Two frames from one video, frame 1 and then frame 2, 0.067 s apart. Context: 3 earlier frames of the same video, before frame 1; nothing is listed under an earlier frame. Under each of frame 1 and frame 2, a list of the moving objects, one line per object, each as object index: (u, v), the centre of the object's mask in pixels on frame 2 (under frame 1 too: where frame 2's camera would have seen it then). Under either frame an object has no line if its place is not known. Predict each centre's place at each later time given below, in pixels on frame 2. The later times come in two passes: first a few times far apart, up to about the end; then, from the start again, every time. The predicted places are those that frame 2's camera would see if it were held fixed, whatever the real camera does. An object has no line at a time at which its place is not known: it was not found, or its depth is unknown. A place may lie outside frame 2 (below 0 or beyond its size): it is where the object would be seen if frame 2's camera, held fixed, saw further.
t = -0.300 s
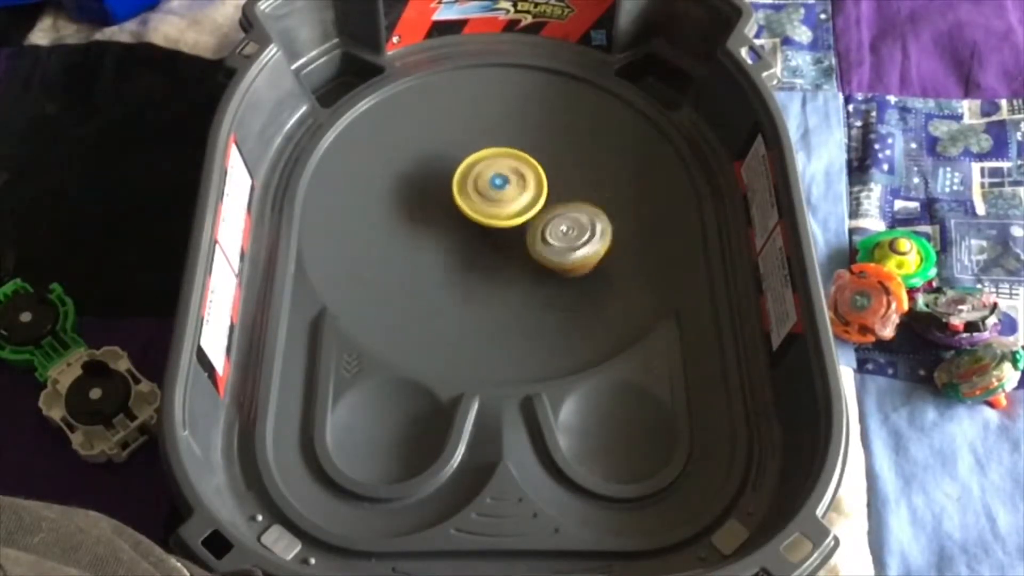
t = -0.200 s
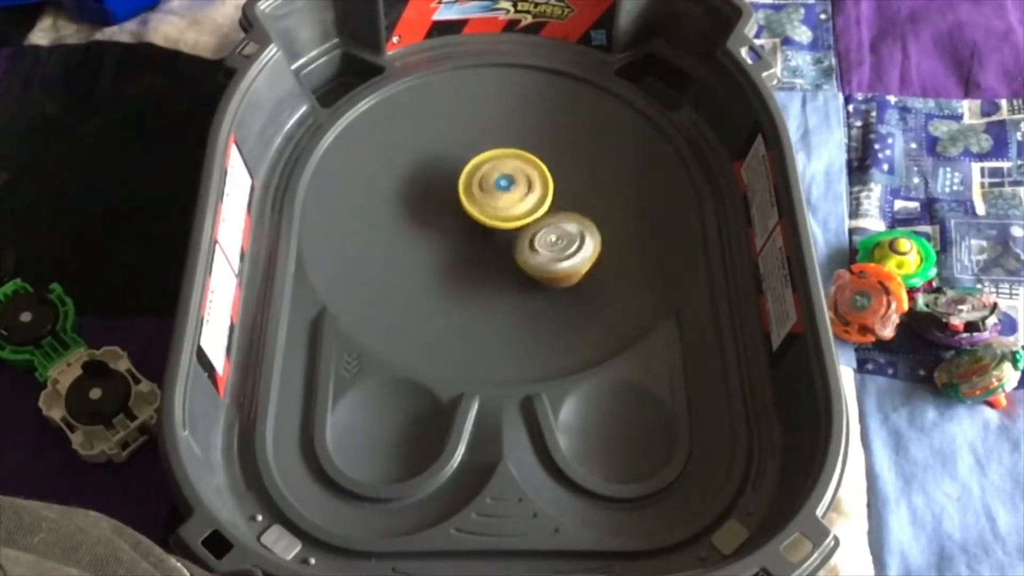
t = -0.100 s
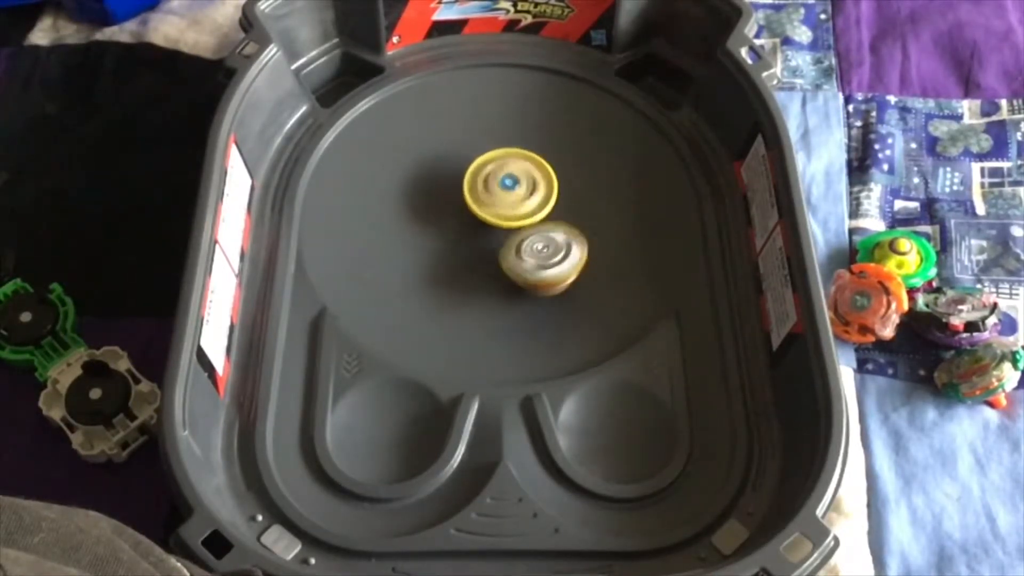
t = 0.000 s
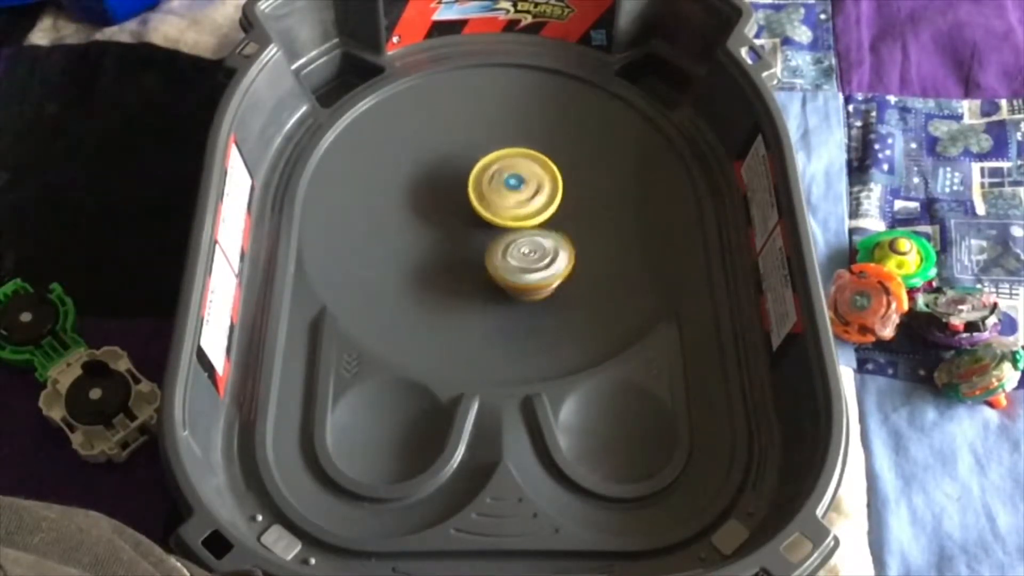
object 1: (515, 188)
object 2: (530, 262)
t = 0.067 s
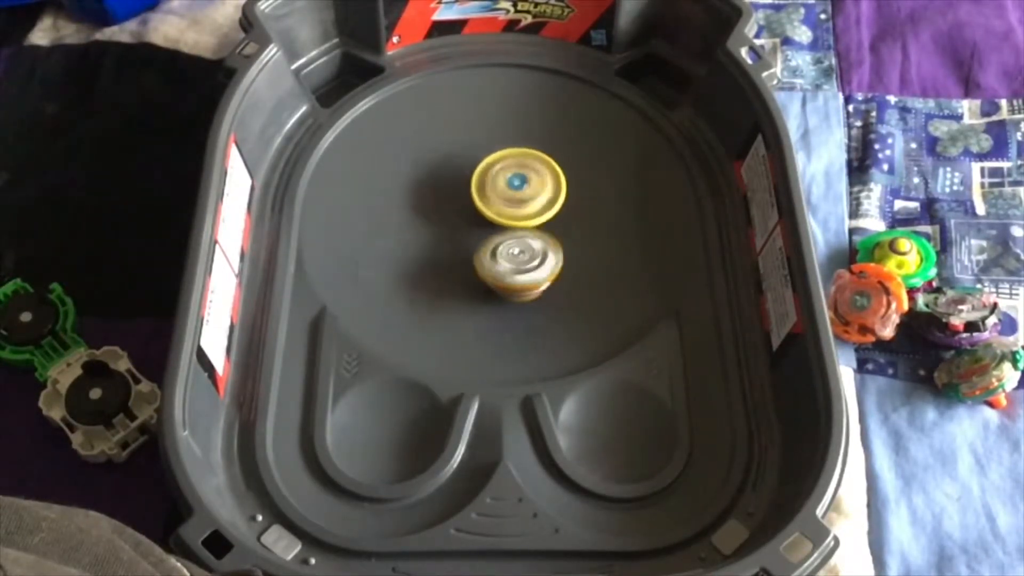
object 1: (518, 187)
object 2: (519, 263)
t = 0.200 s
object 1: (525, 188)
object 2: (498, 261)
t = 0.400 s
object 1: (530, 189)
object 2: (469, 247)
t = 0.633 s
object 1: (535, 188)
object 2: (448, 220)
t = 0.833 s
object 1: (536, 192)
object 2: (444, 194)
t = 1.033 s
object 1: (541, 199)
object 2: (453, 171)
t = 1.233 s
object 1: (542, 209)
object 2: (474, 154)
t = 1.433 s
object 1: (539, 218)
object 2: (502, 144)
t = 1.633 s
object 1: (529, 224)
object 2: (531, 147)
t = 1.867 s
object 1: (511, 232)
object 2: (560, 158)
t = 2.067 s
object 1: (496, 231)
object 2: (573, 176)
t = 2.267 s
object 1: (484, 221)
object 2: (574, 201)
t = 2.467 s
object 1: (473, 206)
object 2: (563, 225)
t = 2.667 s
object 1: (474, 189)
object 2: (542, 243)
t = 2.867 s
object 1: (488, 177)
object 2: (515, 251)
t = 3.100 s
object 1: (513, 173)
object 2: (482, 243)
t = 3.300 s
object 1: (536, 180)
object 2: (464, 225)
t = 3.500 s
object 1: (551, 195)
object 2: (459, 203)
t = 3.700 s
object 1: (551, 213)
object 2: (469, 182)
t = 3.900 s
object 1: (539, 228)
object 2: (487, 166)
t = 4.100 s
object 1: (519, 234)
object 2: (512, 158)
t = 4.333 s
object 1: (494, 227)
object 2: (541, 163)
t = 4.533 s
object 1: (480, 212)
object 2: (562, 174)
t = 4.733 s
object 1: (480, 193)
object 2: (571, 193)
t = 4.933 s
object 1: (489, 178)
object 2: (567, 215)
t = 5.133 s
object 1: (508, 171)
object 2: (550, 236)
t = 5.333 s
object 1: (527, 175)
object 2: (523, 248)
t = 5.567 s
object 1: (541, 188)
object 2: (485, 247)
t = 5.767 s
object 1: (543, 204)
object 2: (458, 233)
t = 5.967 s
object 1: (536, 218)
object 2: (445, 211)
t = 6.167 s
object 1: (525, 225)
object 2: (446, 185)
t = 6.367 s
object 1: (515, 229)
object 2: (465, 163)
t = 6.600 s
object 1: (509, 227)
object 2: (502, 151)
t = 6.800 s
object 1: (506, 234)
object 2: (537, 152)
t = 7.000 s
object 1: (507, 231)
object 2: (561, 170)
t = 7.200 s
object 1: (497, 228)
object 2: (579, 191)
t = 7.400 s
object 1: (479, 220)
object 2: (590, 213)
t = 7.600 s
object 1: (478, 205)
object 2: (573, 233)
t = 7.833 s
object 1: (493, 183)
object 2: (539, 248)
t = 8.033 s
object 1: (514, 178)
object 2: (510, 251)
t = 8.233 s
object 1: (533, 188)
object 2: (479, 245)
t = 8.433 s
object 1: (539, 205)
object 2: (449, 230)
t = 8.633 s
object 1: (528, 216)
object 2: (437, 206)
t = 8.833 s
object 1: (529, 228)
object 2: (448, 175)
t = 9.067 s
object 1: (524, 230)
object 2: (498, 154)
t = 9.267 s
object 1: (518, 225)
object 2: (552, 151)
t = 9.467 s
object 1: (514, 221)
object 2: (587, 165)
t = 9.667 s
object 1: (507, 210)
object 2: (597, 189)
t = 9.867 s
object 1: (498, 199)
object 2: (581, 222)
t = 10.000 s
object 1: (496, 187)
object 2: (558, 244)
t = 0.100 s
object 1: (520, 188)
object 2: (514, 263)
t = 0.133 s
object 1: (521, 188)
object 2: (509, 262)
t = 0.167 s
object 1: (524, 188)
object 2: (504, 262)
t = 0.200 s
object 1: (525, 188)
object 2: (498, 261)
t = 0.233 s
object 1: (526, 188)
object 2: (493, 259)
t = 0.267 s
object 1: (526, 188)
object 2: (488, 257)
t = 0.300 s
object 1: (527, 189)
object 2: (484, 255)
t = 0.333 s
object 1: (527, 190)
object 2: (480, 253)
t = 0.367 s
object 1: (529, 190)
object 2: (475, 250)
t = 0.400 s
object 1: (530, 189)
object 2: (469, 247)
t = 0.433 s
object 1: (532, 189)
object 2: (466, 244)
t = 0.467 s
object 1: (533, 188)
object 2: (462, 241)
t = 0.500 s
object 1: (534, 188)
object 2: (458, 237)
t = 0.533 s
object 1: (534, 189)
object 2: (455, 233)
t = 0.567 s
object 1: (535, 189)
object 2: (452, 229)
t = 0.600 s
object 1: (535, 189)
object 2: (449, 224)
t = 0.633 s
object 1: (535, 188)
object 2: (448, 220)
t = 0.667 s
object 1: (534, 189)
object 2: (447, 216)
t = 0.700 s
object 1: (534, 190)
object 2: (446, 211)
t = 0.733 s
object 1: (534, 190)
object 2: (446, 207)
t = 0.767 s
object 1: (535, 191)
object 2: (444, 202)
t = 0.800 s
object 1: (536, 191)
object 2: (444, 198)
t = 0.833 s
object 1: (536, 192)
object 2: (444, 194)
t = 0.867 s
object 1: (537, 193)
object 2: (444, 189)
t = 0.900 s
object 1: (538, 195)
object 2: (445, 185)
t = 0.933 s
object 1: (539, 196)
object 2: (447, 181)
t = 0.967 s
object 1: (541, 197)
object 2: (449, 178)
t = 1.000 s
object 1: (541, 198)
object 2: (451, 175)
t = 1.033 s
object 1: (541, 199)
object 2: (453, 171)
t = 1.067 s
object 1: (541, 201)
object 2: (456, 168)
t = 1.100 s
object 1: (541, 202)
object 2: (459, 165)
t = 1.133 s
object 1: (542, 204)
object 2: (463, 162)
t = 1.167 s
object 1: (543, 206)
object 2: (466, 159)
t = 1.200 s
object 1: (542, 207)
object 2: (470, 156)
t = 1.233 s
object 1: (542, 209)
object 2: (474, 154)
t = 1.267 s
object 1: (542, 211)
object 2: (477, 151)
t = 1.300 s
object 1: (542, 213)
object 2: (482, 149)
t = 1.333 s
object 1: (542, 214)
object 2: (487, 147)
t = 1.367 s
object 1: (540, 215)
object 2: (492, 146)
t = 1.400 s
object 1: (539, 217)
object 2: (497, 145)
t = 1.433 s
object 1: (539, 218)
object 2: (502, 144)
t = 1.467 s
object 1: (538, 219)
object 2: (507, 144)
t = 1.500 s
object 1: (536, 220)
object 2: (512, 145)
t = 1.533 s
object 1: (534, 221)
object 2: (516, 145)
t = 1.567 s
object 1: (532, 222)
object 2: (521, 145)
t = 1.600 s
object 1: (530, 223)
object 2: (527, 146)
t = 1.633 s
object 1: (529, 224)
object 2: (531, 147)
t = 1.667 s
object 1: (527, 225)
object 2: (535, 148)
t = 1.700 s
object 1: (524, 226)
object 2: (539, 149)
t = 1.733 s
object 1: (522, 227)
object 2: (544, 151)
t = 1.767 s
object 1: (519, 228)
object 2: (549, 153)
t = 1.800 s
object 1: (516, 229)
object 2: (553, 155)
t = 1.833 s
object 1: (513, 231)
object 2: (556, 156)
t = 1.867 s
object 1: (511, 232)
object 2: (560, 158)
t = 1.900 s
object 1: (508, 233)
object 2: (563, 160)
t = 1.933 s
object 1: (505, 233)
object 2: (566, 163)
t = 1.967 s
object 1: (502, 233)
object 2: (569, 166)
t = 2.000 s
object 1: (500, 233)
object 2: (570, 169)
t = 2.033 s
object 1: (498, 232)
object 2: (572, 173)
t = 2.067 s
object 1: (496, 231)
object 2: (573, 176)
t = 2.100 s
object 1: (493, 230)
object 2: (574, 180)
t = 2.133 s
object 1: (492, 229)
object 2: (575, 185)
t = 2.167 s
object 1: (491, 228)
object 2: (574, 189)
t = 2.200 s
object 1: (490, 225)
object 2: (574, 194)
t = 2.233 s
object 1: (487, 223)
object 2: (574, 197)
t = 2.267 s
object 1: (484, 221)
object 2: (574, 201)
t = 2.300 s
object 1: (481, 220)
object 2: (574, 206)
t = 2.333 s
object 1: (478, 216)
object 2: (573, 211)
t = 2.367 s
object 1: (476, 214)
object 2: (571, 215)
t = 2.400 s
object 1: (475, 211)
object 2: (569, 219)
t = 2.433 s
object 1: (474, 209)
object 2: (566, 222)
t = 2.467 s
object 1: (473, 206)
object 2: (563, 225)
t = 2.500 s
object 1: (473, 204)
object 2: (560, 229)
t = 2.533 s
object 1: (473, 201)
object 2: (556, 232)
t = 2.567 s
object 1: (472, 197)
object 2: (554, 235)
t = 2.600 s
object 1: (472, 195)
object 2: (550, 238)
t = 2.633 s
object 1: (473, 192)
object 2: (546, 240)
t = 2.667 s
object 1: (474, 189)
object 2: (542, 243)
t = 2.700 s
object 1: (475, 187)
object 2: (538, 245)
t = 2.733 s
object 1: (477, 185)
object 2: (534, 247)
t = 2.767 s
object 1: (480, 182)
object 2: (529, 248)
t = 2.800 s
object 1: (482, 180)
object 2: (524, 250)
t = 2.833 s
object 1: (484, 178)
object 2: (520, 250)
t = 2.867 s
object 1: (488, 177)
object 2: (515, 251)
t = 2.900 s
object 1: (492, 175)
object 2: (509, 251)
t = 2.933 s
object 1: (495, 174)
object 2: (504, 251)
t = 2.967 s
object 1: (498, 174)
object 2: (500, 250)
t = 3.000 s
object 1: (502, 173)
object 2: (495, 249)
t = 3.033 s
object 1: (506, 172)
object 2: (490, 247)
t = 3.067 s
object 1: (510, 172)
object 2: (486, 245)
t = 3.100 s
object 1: (513, 173)
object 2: (482, 243)
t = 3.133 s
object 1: (518, 174)
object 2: (478, 241)
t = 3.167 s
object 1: (522, 174)
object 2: (475, 238)
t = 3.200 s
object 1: (525, 176)
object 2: (472, 235)
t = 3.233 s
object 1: (528, 177)
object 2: (469, 231)
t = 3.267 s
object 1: (532, 179)
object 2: (466, 228)
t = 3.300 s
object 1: (536, 180)
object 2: (464, 225)
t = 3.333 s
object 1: (539, 183)
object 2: (462, 221)
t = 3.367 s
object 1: (542, 185)
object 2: (461, 218)
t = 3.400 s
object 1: (545, 186)
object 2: (460, 215)
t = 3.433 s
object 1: (547, 189)
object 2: (459, 211)
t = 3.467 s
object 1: (548, 192)
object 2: (459, 207)
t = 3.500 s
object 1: (551, 195)
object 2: (459, 203)
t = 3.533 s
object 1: (552, 197)
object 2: (460, 199)
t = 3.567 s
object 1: (551, 201)
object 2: (461, 196)
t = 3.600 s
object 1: (552, 204)
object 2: (462, 192)
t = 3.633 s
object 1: (552, 206)
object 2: (464, 189)
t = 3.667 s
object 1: (551, 209)
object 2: (466, 185)
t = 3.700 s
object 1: (551, 213)
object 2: (469, 182)
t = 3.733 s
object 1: (550, 216)
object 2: (471, 179)
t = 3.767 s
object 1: (549, 218)
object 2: (474, 176)
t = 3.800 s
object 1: (546, 221)
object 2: (477, 173)
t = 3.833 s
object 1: (545, 224)
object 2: (480, 170)
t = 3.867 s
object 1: (543, 225)
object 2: (483, 168)
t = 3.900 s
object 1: (539, 228)
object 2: (487, 166)
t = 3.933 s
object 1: (537, 230)
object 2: (491, 164)
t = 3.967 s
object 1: (534, 231)
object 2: (495, 162)
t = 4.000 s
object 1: (530, 232)
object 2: (499, 161)
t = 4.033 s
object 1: (526, 234)
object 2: (504, 160)
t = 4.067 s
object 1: (523, 234)
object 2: (508, 159)
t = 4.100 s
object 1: (519, 234)
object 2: (512, 158)
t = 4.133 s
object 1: (515, 235)
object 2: (517, 158)
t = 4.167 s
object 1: (512, 234)
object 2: (521, 158)
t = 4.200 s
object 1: (508, 233)
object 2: (525, 158)
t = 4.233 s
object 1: (504, 232)
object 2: (529, 159)
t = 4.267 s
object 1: (501, 231)
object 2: (533, 160)
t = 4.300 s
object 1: (498, 229)
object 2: (537, 161)
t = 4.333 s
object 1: (494, 227)
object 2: (541, 163)
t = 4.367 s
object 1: (492, 225)
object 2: (545, 164)
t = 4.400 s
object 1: (489, 223)
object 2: (548, 166)
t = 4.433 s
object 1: (486, 220)
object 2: (552, 168)
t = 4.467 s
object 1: (484, 218)
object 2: (556, 170)
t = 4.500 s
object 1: (483, 214)
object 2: (559, 172)
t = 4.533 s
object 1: (480, 212)
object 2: (562, 174)
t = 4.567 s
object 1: (479, 209)
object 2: (564, 177)
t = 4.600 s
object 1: (479, 206)
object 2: (566, 180)
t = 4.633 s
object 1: (478, 202)
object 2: (568, 183)
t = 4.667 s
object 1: (479, 200)
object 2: (569, 186)
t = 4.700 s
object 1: (480, 196)
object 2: (570, 189)
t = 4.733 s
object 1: (480, 193)
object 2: (571, 193)
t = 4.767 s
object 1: (481, 191)
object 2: (571, 196)
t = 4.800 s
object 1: (483, 188)
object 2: (571, 200)
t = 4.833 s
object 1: (484, 185)
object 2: (570, 203)
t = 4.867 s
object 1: (486, 182)
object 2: (570, 207)
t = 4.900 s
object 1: (488, 179)
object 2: (569, 211)
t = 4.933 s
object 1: (489, 178)
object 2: (567, 215)
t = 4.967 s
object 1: (493, 176)
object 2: (565, 219)
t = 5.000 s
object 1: (496, 174)
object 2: (563, 222)
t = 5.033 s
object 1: (498, 173)
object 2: (560, 226)
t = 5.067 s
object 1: (502, 172)
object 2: (557, 229)
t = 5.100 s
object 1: (505, 171)
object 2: (554, 233)
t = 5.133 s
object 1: (508, 171)
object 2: (550, 236)
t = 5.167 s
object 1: (512, 171)
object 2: (546, 239)
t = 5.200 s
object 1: (515, 171)
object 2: (542, 241)
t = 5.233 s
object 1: (518, 172)
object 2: (538, 243)
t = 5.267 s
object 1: (522, 172)
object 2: (533, 245)
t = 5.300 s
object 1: (525, 173)
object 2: (528, 246)
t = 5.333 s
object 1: (527, 175)
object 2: (523, 248)
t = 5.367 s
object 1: (530, 176)
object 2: (517, 249)
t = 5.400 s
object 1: (533, 177)
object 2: (511, 250)
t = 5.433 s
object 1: (535, 180)
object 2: (505, 250)
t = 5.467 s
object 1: (538, 181)
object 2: (500, 249)
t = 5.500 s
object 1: (538, 184)
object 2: (495, 249)
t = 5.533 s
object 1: (541, 186)
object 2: (490, 248)
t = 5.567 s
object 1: (541, 188)
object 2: (485, 247)
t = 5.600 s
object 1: (541, 192)
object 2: (480, 245)
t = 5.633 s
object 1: (543, 194)
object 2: (475, 243)
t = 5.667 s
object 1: (544, 196)
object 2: (470, 241)
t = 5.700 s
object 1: (544, 199)
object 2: (466, 238)
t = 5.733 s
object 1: (543, 202)
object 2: (462, 236)
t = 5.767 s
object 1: (543, 204)
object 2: (458, 233)
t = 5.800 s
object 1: (542, 207)
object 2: (455, 230)
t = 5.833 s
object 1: (542, 209)
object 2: (452, 226)
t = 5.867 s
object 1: (540, 212)
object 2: (450, 223)
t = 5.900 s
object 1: (539, 213)
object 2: (448, 219)
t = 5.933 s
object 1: (537, 215)
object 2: (446, 215)
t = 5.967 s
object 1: (536, 218)
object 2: (445, 211)
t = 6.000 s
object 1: (535, 219)
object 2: (443, 206)
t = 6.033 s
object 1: (532, 221)
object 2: (443, 202)
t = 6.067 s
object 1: (531, 222)
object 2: (443, 198)
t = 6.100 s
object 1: (529, 223)
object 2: (444, 194)
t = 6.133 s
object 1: (526, 224)
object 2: (445, 190)
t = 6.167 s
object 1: (525, 225)
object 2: (446, 185)
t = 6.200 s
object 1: (522, 226)
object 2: (448, 181)
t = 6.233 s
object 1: (521, 226)
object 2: (451, 177)
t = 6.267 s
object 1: (518, 226)
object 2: (454, 173)
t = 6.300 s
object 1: (517, 229)
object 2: (457, 169)
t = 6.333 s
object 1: (516, 228)
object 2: (461, 166)
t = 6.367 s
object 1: (515, 229)
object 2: (465, 163)
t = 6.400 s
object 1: (514, 229)
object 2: (469, 161)
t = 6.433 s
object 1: (513, 229)
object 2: (474, 159)
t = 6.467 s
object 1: (512, 228)
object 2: (480, 157)
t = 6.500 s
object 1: (512, 228)
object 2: (485, 155)
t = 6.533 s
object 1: (511, 227)
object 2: (490, 154)
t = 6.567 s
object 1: (510, 227)
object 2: (495, 152)
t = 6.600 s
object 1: (509, 227)
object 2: (502, 151)
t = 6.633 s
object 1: (507, 230)
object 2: (508, 149)
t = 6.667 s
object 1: (507, 230)
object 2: (514, 148)
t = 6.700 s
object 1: (506, 233)
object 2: (519, 149)
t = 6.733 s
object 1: (506, 233)
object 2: (525, 150)
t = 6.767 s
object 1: (505, 234)
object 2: (531, 151)
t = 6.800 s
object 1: (506, 234)
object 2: (537, 152)
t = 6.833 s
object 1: (505, 234)
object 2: (542, 154)
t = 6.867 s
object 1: (506, 234)
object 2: (547, 156)
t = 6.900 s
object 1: (506, 233)
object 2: (551, 159)
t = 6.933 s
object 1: (506, 233)
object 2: (555, 162)
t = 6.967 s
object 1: (507, 232)
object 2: (558, 166)
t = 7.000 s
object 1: (507, 231)
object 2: (561, 170)
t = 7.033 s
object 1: (505, 231)
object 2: (566, 173)
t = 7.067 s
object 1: (504, 230)
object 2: (570, 176)
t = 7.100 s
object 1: (504, 230)
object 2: (572, 179)
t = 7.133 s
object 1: (500, 228)
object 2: (576, 183)
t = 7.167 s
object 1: (499, 228)
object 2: (578, 187)
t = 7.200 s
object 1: (497, 228)
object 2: (579, 191)
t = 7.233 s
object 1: (495, 226)
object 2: (580, 195)
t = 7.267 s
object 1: (492, 226)
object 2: (583, 199)
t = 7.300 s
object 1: (485, 224)
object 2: (590, 202)
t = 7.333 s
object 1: (483, 223)
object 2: (591, 205)
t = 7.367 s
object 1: (480, 221)
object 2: (591, 210)
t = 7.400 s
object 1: (479, 220)
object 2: (590, 213)
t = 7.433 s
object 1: (477, 217)
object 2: (588, 217)
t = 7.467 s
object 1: (477, 215)
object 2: (587, 221)
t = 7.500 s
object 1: (476, 212)
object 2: (585, 224)
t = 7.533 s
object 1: (476, 210)
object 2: (582, 227)
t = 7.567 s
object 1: (477, 207)
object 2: (578, 230)
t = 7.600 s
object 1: (478, 205)
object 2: (573, 233)
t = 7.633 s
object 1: (480, 202)
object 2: (567, 235)
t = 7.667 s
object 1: (482, 201)
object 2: (563, 238)
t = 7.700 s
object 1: (484, 197)
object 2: (558, 239)
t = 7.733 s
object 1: (485, 194)
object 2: (554, 242)
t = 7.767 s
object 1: (487, 190)
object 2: (549, 244)
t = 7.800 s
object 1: (489, 187)
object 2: (544, 246)
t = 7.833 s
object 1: (493, 183)
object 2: (539, 248)
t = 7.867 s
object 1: (496, 182)
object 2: (535, 250)
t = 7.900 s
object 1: (499, 181)
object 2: (531, 250)
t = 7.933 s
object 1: (502, 180)
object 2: (526, 251)
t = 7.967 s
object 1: (507, 179)
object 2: (521, 250)
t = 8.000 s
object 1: (509, 179)
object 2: (515, 251)
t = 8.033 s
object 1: (514, 178)
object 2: (510, 251)
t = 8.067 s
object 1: (518, 179)
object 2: (505, 251)
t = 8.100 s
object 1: (522, 180)
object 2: (500, 250)
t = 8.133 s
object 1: (524, 181)
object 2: (494, 249)
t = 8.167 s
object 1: (528, 184)
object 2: (489, 248)
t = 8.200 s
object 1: (530, 185)
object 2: (483, 247)
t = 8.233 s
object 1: (533, 188)
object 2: (479, 245)
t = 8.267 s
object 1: (534, 191)
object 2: (473, 244)
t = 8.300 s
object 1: (536, 194)
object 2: (470, 241)
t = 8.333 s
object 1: (536, 196)
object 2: (463, 240)
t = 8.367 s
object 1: (538, 199)
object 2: (459, 237)
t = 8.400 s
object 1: (539, 202)
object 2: (453, 234)
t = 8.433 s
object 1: (539, 205)
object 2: (449, 230)
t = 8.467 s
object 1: (536, 207)
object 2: (445, 227)
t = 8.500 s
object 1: (536, 209)
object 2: (443, 223)
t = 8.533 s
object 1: (533, 212)
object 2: (441, 219)
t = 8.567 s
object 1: (530, 213)
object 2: (440, 215)
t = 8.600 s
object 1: (530, 215)
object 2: (438, 210)
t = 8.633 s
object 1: (528, 216)
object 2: (437, 206)
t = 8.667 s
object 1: (526, 218)
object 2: (438, 201)
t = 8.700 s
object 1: (527, 221)
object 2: (437, 195)
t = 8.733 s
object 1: (529, 224)
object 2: (437, 189)
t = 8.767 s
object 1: (527, 225)
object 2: (440, 185)
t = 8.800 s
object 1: (530, 225)
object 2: (444, 180)
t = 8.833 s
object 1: (529, 228)
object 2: (448, 175)
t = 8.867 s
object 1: (529, 228)
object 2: (452, 171)
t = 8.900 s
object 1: (529, 229)
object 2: (458, 168)
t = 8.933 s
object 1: (529, 229)
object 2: (465, 164)
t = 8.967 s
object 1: (528, 231)
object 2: (472, 160)
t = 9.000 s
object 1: (526, 230)
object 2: (480, 158)
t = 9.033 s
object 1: (526, 231)
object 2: (489, 156)
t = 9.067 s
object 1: (524, 230)
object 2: (498, 154)
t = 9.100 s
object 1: (524, 229)
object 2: (506, 152)
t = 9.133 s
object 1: (522, 229)
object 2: (516, 152)
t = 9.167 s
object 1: (522, 227)
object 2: (525, 151)
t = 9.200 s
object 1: (521, 226)
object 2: (534, 150)
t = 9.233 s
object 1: (520, 226)
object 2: (543, 151)
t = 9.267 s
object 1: (518, 225)
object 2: (552, 151)
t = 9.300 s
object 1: (517, 225)
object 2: (560, 152)
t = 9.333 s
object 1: (516, 224)
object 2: (567, 154)
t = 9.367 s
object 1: (515, 224)
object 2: (574, 156)
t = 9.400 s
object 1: (514, 222)
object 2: (578, 159)
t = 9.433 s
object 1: (514, 221)
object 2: (583, 162)
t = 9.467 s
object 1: (514, 221)
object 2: (587, 165)
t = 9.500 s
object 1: (513, 219)
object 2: (589, 168)
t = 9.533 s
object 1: (514, 217)
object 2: (590, 172)
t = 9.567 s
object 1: (515, 216)
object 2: (592, 177)
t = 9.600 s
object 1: (513, 215)
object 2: (594, 181)
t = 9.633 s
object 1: (511, 212)
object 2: (595, 185)
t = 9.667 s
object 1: (507, 210)
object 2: (597, 189)
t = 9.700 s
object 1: (506, 209)
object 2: (596, 194)
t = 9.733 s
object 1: (505, 209)
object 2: (595, 199)
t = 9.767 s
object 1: (501, 207)
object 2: (593, 205)
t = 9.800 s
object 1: (498, 203)
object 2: (590, 210)
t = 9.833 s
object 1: (498, 201)
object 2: (586, 215)
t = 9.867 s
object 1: (498, 199)
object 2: (581, 222)
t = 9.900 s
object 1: (494, 197)
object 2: (576, 227)
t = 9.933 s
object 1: (494, 193)
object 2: (570, 232)
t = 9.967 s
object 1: (494, 190)
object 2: (565, 238)
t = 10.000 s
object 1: (496, 187)
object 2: (558, 244)
